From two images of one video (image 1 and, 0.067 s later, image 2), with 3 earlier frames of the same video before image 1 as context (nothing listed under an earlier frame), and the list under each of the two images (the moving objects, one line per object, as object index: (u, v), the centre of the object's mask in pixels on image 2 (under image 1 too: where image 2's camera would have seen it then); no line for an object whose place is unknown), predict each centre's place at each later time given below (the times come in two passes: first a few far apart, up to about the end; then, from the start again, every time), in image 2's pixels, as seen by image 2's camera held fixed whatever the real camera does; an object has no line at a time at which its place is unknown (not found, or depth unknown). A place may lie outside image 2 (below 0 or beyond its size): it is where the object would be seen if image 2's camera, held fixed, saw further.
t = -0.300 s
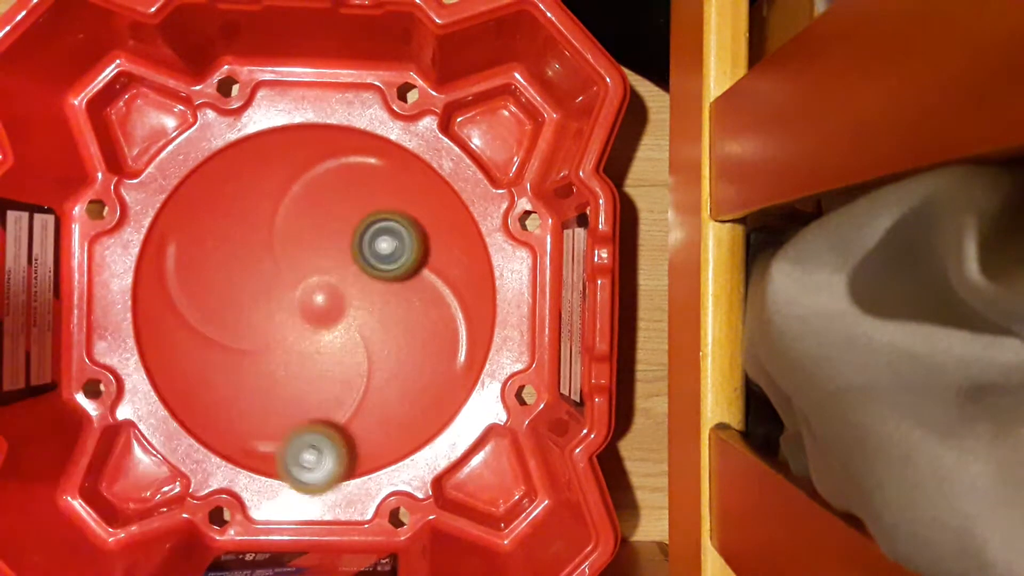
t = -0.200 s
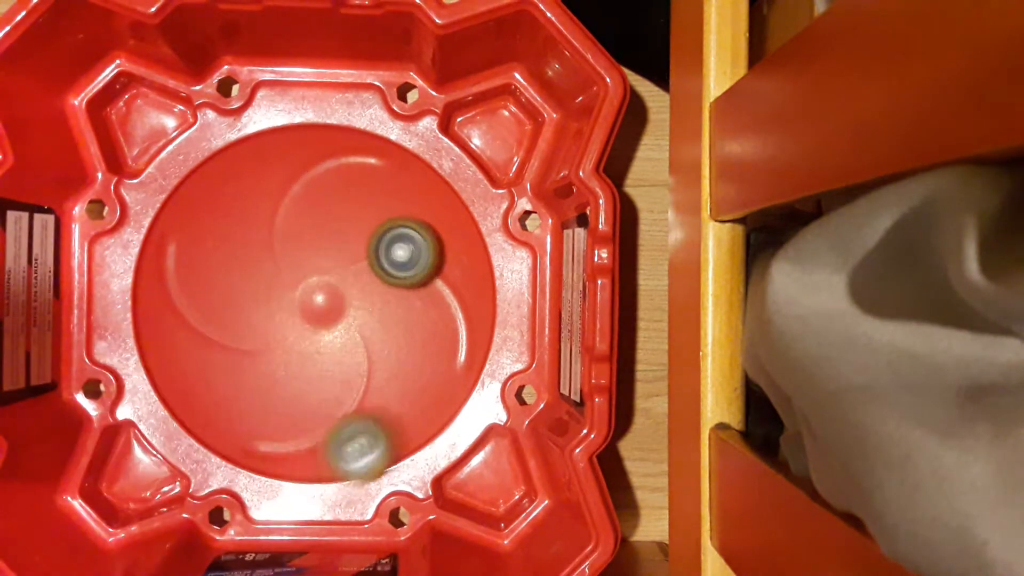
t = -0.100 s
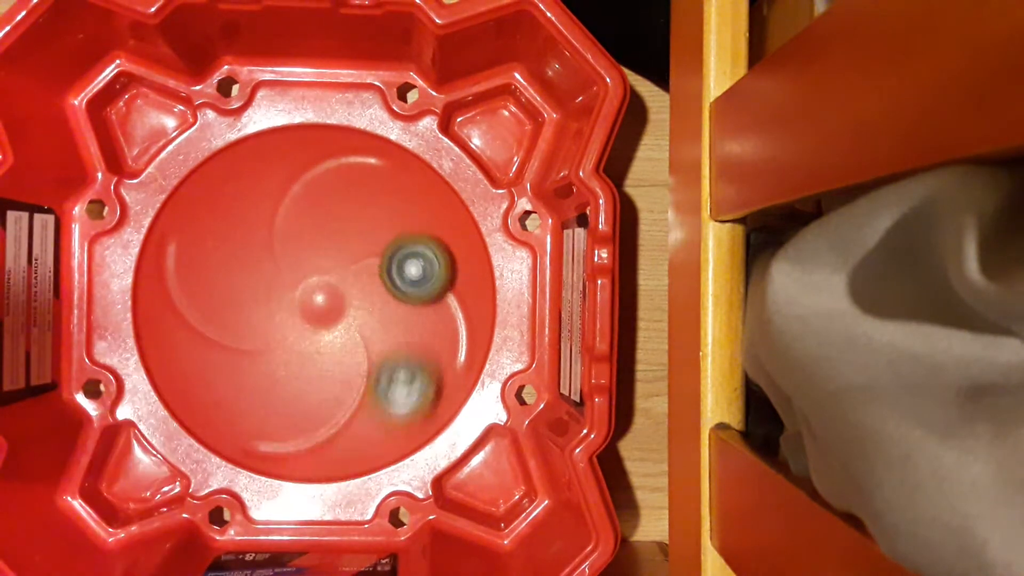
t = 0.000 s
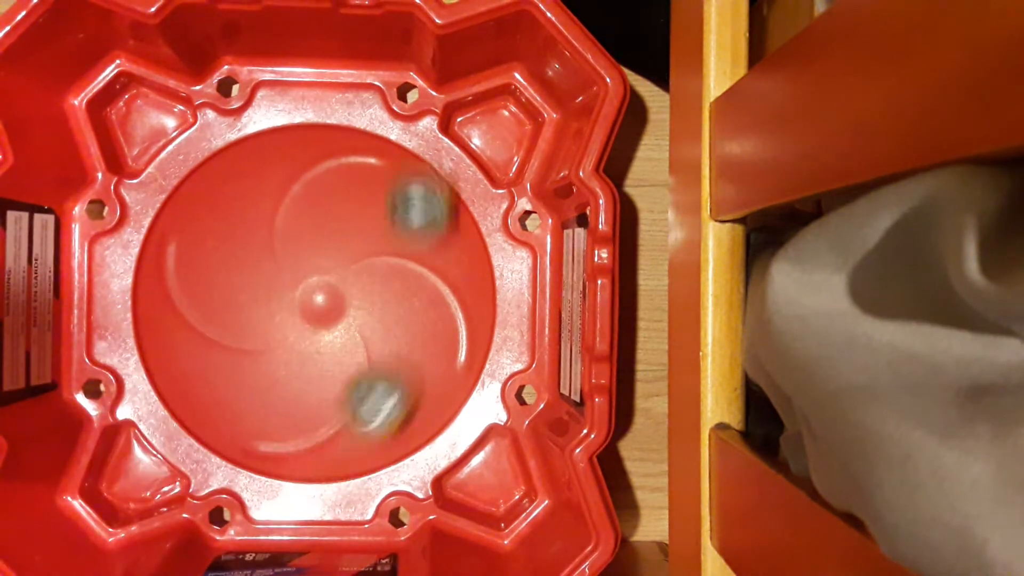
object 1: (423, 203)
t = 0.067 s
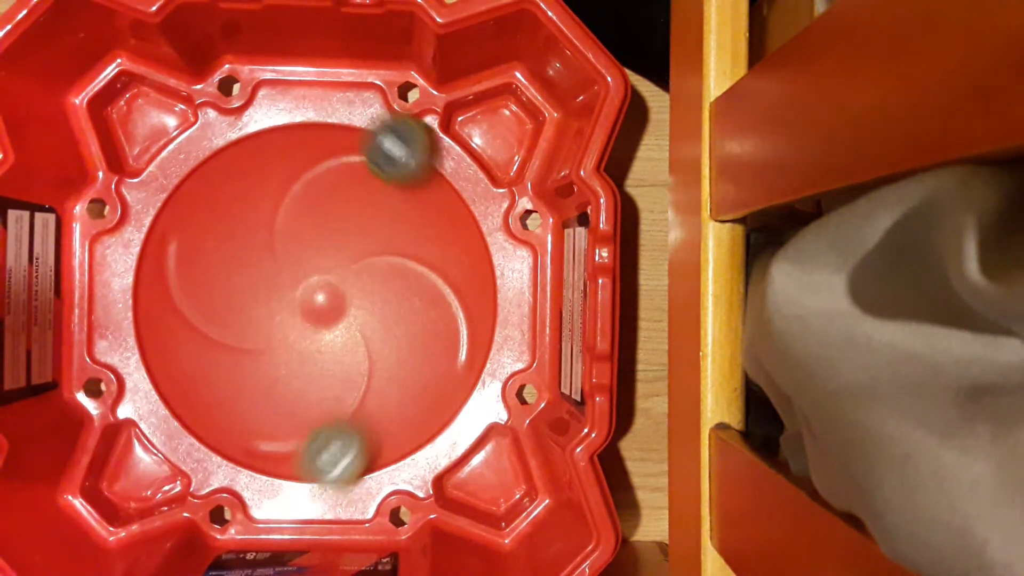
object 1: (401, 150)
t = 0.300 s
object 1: (307, 118)
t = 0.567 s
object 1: (325, 199)
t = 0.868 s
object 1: (456, 167)
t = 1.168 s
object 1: (407, 172)
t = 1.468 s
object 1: (387, 253)
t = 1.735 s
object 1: (342, 292)
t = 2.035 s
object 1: (386, 316)
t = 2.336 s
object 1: (425, 411)
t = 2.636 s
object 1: (349, 397)
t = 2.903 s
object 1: (335, 343)
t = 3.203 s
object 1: (379, 295)
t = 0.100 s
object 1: (382, 133)
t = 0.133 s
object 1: (365, 117)
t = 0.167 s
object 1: (348, 99)
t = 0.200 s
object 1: (336, 93)
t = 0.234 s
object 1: (325, 102)
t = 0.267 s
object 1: (316, 111)
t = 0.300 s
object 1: (307, 118)
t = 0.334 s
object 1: (300, 124)
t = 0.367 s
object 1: (294, 131)
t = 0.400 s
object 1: (290, 143)
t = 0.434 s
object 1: (289, 158)
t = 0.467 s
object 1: (290, 176)
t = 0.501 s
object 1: (292, 197)
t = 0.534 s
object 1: (295, 214)
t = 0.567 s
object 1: (325, 199)
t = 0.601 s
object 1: (360, 177)
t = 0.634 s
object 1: (386, 160)
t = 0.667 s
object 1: (406, 155)
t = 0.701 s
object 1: (422, 156)
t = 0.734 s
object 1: (434, 159)
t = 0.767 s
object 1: (444, 161)
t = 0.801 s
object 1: (450, 164)
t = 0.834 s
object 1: (454, 166)
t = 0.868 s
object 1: (456, 167)
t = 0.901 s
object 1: (455, 168)
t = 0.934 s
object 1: (453, 169)
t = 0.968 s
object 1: (450, 168)
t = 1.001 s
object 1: (445, 168)
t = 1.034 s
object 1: (439, 167)
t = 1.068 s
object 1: (432, 166)
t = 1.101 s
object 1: (425, 165)
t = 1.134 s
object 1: (416, 166)
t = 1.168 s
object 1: (407, 172)
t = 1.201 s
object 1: (397, 184)
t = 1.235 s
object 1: (386, 198)
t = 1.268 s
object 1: (374, 213)
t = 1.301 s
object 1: (364, 227)
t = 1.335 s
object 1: (364, 234)
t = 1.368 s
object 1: (375, 237)
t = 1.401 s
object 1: (384, 242)
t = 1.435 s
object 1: (387, 247)
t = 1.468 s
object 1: (387, 253)
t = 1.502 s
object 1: (384, 259)
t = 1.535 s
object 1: (381, 265)
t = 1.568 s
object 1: (376, 269)
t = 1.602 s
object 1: (369, 275)
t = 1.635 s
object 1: (362, 281)
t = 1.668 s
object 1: (356, 285)
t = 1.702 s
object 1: (349, 290)
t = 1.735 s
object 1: (342, 292)
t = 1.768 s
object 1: (337, 293)
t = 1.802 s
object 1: (331, 291)
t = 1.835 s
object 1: (325, 288)
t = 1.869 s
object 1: (317, 286)
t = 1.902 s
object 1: (309, 285)
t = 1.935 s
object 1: (304, 287)
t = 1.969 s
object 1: (328, 296)
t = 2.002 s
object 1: (359, 306)
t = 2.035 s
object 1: (386, 316)
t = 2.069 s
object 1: (406, 325)
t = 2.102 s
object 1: (422, 336)
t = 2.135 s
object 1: (432, 347)
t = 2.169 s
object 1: (438, 360)
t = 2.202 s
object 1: (440, 374)
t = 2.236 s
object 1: (438, 387)
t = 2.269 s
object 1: (435, 396)
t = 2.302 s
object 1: (431, 405)
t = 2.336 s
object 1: (425, 411)
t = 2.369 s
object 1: (418, 416)
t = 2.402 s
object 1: (410, 419)
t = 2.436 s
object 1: (402, 420)
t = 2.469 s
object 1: (393, 420)
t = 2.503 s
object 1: (383, 417)
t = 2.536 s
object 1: (374, 413)
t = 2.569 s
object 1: (364, 408)
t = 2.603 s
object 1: (356, 403)
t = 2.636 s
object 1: (349, 397)
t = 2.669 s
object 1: (345, 391)
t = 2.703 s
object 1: (342, 384)
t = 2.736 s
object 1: (340, 377)
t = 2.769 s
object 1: (338, 371)
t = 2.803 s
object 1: (336, 364)
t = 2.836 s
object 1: (335, 357)
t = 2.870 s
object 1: (335, 350)
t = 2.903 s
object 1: (335, 343)
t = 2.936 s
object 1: (334, 336)
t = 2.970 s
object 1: (334, 329)
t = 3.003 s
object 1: (334, 322)
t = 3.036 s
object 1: (335, 315)
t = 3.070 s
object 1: (339, 307)
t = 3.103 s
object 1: (343, 299)
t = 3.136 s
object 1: (347, 292)
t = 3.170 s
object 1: (363, 294)
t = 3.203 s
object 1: (379, 295)
